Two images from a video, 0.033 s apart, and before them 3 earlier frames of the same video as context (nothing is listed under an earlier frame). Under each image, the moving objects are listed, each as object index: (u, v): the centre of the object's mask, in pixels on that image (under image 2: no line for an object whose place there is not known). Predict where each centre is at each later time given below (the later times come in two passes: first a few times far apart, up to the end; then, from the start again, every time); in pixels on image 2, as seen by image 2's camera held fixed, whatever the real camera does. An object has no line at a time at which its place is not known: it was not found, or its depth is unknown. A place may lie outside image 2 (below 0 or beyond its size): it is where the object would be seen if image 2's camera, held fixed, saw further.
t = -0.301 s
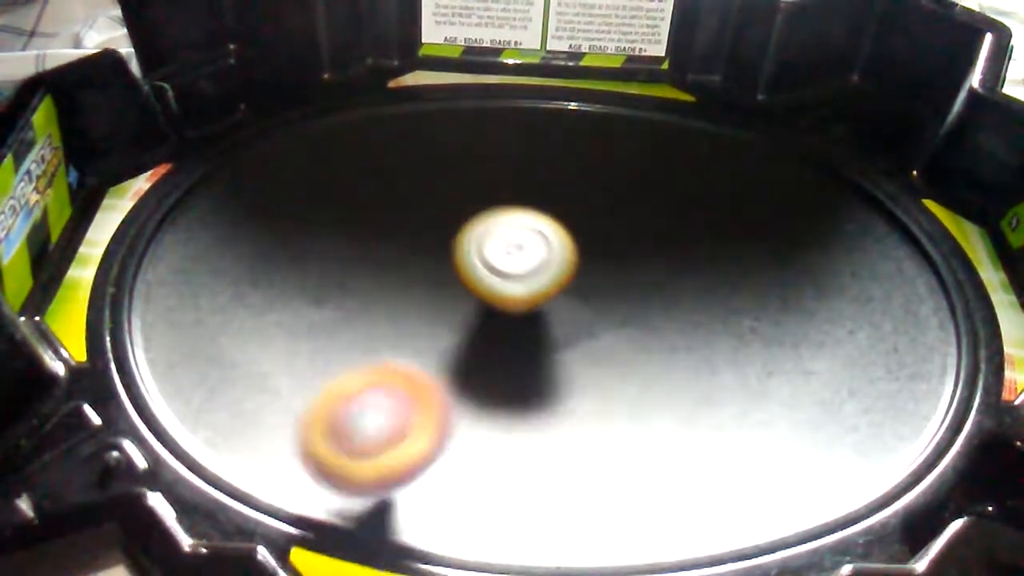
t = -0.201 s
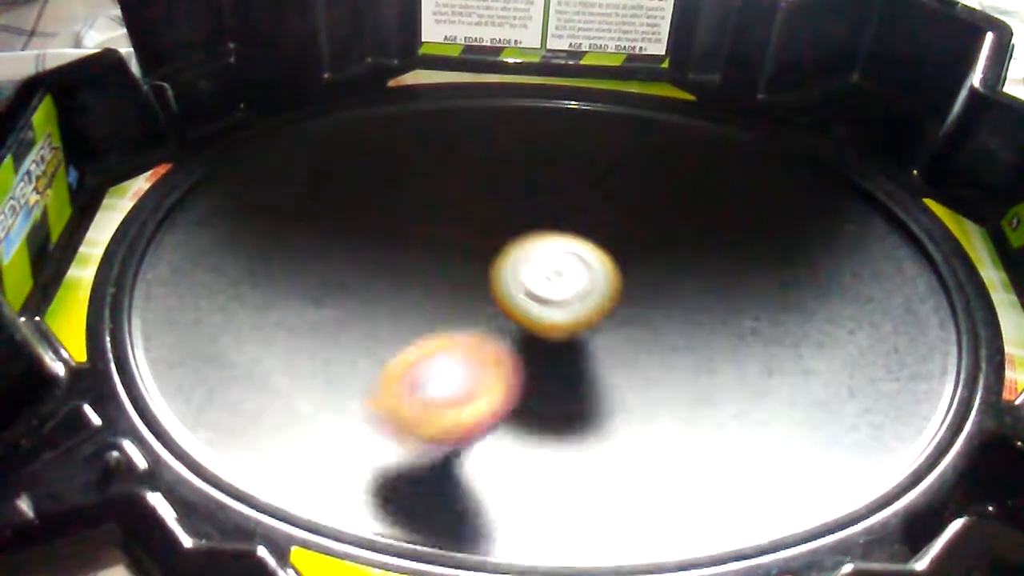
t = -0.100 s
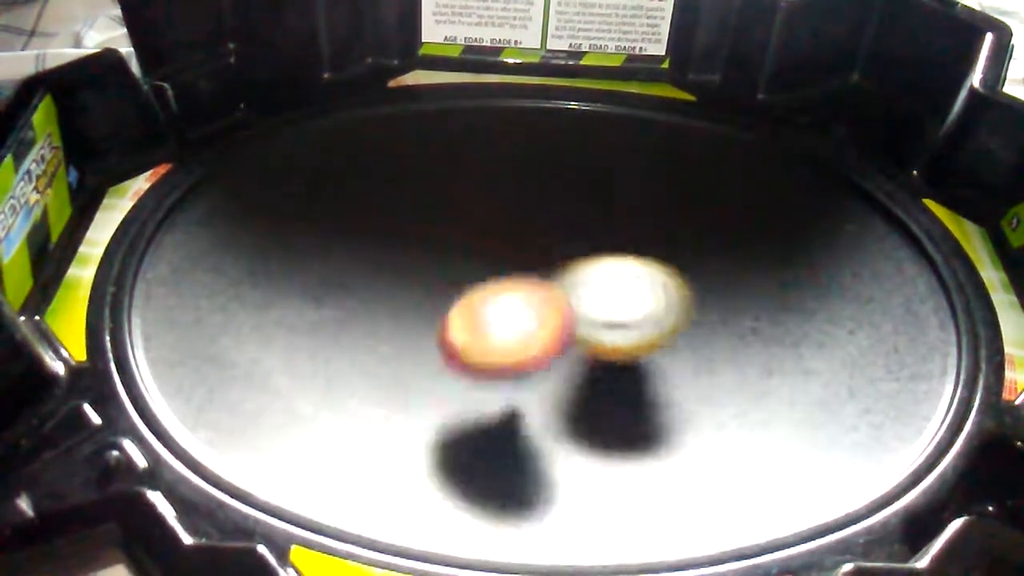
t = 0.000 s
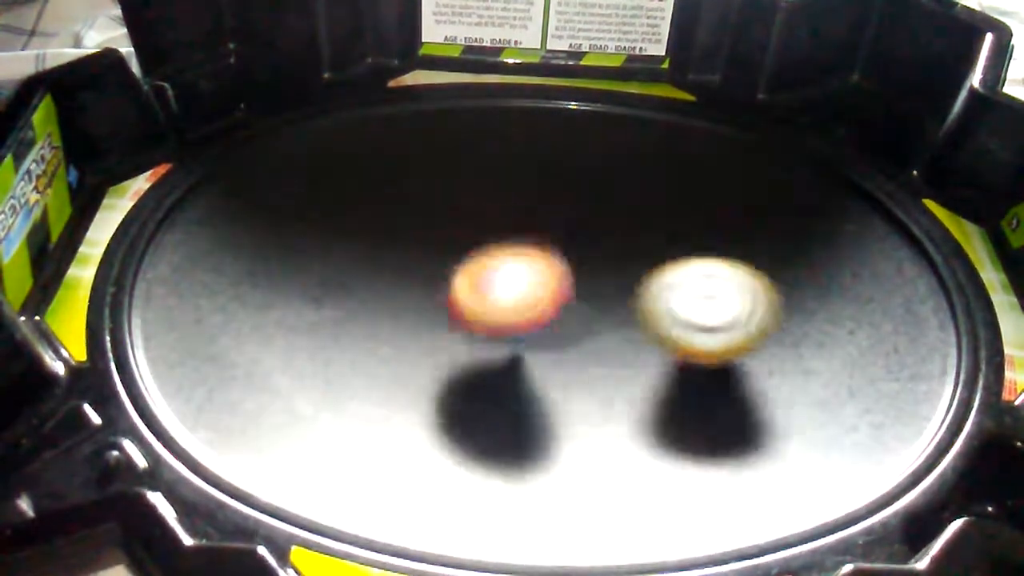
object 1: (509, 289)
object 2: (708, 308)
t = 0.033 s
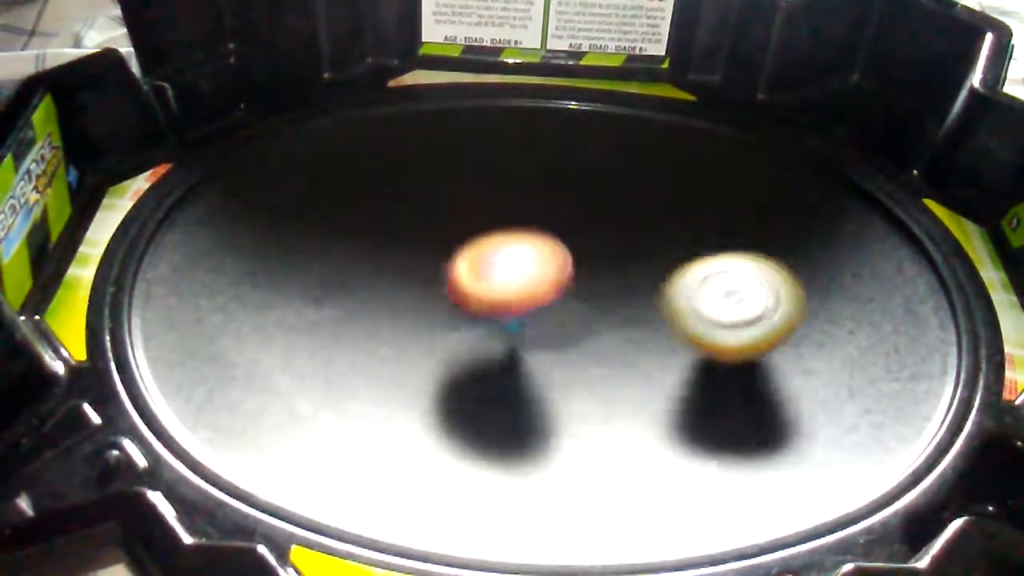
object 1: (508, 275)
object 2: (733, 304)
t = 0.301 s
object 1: (471, 241)
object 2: (776, 255)
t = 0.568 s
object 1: (422, 328)
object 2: (670, 272)
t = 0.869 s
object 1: (423, 360)
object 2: (611, 349)
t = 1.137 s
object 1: (323, 328)
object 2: (639, 369)
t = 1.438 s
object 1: (370, 310)
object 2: (591, 352)
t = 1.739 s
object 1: (323, 224)
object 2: (503, 326)
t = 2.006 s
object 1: (333, 263)
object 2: (481, 319)
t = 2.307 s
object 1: (376, 245)
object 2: (516, 298)
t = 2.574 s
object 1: (391, 239)
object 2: (516, 272)
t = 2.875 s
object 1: (446, 253)
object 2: (584, 261)
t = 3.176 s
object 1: (495, 270)
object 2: (621, 262)
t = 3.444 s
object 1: (502, 247)
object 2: (657, 262)
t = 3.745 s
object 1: (507, 279)
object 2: (646, 282)
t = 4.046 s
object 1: (465, 305)
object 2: (658, 320)
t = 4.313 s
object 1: (509, 320)
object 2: (665, 334)
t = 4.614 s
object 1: (476, 283)
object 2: (616, 332)
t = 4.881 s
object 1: (421, 266)
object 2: (551, 336)
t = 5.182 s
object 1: (416, 257)
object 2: (523, 350)
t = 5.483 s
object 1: (427, 262)
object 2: (540, 355)
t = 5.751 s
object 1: (448, 255)
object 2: (548, 332)
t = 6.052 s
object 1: (481, 218)
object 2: (577, 340)
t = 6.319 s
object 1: (479, 219)
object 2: (611, 346)
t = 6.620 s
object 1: (486, 255)
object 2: (611, 330)
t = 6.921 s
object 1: (472, 271)
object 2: (602, 322)
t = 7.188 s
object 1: (446, 281)
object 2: (608, 325)
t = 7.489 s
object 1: (451, 277)
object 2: (586, 318)
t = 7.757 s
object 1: (441, 261)
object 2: (559, 313)
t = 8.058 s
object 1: (445, 241)
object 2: (552, 317)
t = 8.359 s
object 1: (466, 238)
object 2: (564, 331)
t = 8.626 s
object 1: (500, 254)
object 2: (584, 340)
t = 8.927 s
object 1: (532, 242)
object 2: (591, 346)
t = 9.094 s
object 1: (528, 229)
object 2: (587, 354)
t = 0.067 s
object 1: (507, 265)
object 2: (752, 300)
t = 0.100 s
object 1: (506, 254)
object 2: (766, 294)
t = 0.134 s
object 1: (502, 254)
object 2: (777, 288)
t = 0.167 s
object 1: (497, 247)
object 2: (783, 280)
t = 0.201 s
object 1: (489, 244)
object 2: (787, 273)
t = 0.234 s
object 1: (482, 241)
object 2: (786, 266)
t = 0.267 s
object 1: (475, 244)
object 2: (782, 261)
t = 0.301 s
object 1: (471, 241)
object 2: (776, 255)
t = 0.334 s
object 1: (467, 252)
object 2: (768, 253)
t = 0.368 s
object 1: (462, 261)
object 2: (757, 252)
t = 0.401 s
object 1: (458, 268)
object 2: (746, 253)
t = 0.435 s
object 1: (449, 286)
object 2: (732, 255)
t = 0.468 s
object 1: (441, 294)
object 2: (717, 258)
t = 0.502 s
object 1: (432, 304)
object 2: (702, 262)
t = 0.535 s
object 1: (426, 318)
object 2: (686, 267)
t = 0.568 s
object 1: (422, 328)
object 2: (670, 272)
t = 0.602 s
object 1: (424, 336)
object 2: (655, 277)
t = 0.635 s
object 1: (428, 344)
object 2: (641, 282)
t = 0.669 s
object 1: (432, 351)
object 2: (627, 290)
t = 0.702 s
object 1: (439, 359)
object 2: (614, 298)
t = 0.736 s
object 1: (446, 363)
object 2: (603, 307)
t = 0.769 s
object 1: (453, 367)
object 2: (594, 317)
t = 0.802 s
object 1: (460, 368)
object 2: (587, 330)
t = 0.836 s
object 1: (450, 362)
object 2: (593, 339)
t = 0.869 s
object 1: (423, 360)
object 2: (611, 349)
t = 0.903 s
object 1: (400, 356)
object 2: (624, 358)
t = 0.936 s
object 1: (382, 353)
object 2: (632, 364)
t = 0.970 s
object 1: (366, 347)
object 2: (636, 367)
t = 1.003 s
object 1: (350, 343)
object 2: (638, 370)
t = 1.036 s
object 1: (336, 338)
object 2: (639, 372)
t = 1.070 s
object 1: (329, 333)
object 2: (639, 372)
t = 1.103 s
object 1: (325, 331)
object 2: (640, 371)
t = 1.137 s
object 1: (323, 328)
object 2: (639, 369)
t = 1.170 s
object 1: (324, 328)
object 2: (638, 368)
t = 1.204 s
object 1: (328, 328)
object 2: (635, 367)
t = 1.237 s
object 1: (333, 330)
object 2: (632, 366)
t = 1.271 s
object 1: (340, 332)
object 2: (628, 364)
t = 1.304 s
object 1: (347, 334)
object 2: (622, 361)
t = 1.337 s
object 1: (355, 333)
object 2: (615, 359)
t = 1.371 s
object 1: (361, 328)
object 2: (607, 356)
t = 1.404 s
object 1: (366, 320)
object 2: (598, 354)
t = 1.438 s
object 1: (370, 310)
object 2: (591, 352)
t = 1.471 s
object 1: (372, 298)
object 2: (582, 348)
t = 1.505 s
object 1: (372, 285)
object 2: (573, 345)
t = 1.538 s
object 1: (370, 273)
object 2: (562, 343)
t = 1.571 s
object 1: (366, 261)
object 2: (551, 340)
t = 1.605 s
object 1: (360, 249)
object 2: (541, 338)
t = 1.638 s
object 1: (353, 239)
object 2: (532, 336)
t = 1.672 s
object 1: (344, 232)
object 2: (524, 333)
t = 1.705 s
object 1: (334, 227)
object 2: (514, 329)
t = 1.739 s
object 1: (323, 224)
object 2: (503, 326)
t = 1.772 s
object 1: (313, 224)
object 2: (493, 323)
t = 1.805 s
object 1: (303, 228)
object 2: (485, 321)
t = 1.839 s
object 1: (297, 236)
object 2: (478, 318)
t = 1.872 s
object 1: (299, 247)
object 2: (471, 316)
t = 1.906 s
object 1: (306, 256)
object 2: (465, 314)
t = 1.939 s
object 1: (320, 263)
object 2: (460, 312)
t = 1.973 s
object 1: (333, 267)
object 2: (466, 314)
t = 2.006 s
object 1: (333, 263)
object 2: (481, 319)
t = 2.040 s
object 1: (338, 258)
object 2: (490, 321)
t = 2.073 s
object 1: (345, 255)
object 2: (497, 321)
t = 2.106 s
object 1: (352, 253)
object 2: (500, 319)
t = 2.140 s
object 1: (360, 252)
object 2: (503, 316)
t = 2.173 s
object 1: (367, 251)
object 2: (505, 312)
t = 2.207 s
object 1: (373, 250)
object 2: (506, 306)
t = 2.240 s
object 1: (380, 251)
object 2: (506, 301)
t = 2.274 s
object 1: (383, 251)
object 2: (507, 298)
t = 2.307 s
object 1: (376, 245)
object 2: (516, 298)
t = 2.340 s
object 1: (369, 237)
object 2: (520, 296)
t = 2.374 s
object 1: (365, 232)
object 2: (520, 293)
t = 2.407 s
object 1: (364, 229)
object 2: (519, 290)
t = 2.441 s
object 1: (366, 229)
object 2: (517, 286)
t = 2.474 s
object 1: (371, 230)
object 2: (515, 282)
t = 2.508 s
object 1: (377, 233)
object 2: (513, 278)
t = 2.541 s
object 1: (386, 237)
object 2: (512, 274)
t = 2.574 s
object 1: (391, 239)
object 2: (516, 272)
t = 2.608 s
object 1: (394, 240)
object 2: (521, 270)
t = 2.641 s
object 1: (397, 242)
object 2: (525, 268)
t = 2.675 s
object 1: (400, 244)
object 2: (529, 265)
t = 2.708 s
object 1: (408, 245)
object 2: (535, 263)
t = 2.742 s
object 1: (415, 245)
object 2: (545, 261)
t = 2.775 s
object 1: (424, 246)
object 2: (554, 261)
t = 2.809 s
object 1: (433, 249)
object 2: (562, 260)
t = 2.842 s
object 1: (441, 251)
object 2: (572, 260)
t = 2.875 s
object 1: (446, 253)
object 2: (584, 261)
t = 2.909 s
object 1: (451, 255)
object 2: (592, 262)
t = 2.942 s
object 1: (457, 258)
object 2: (598, 262)
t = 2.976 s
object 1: (464, 261)
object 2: (601, 262)
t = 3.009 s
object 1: (470, 265)
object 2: (604, 262)
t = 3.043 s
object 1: (475, 269)
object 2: (606, 263)
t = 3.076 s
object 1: (481, 271)
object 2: (607, 263)
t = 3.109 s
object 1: (484, 273)
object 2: (610, 263)
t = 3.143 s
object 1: (488, 273)
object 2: (616, 262)
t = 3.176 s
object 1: (495, 270)
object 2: (621, 262)
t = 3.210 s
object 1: (497, 266)
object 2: (628, 261)
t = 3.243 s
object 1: (498, 260)
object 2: (635, 261)
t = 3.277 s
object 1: (499, 252)
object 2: (640, 260)
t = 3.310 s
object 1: (498, 247)
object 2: (645, 260)
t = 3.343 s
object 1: (498, 245)
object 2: (650, 260)
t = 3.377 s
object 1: (500, 244)
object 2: (653, 260)
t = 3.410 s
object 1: (501, 245)
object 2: (655, 261)
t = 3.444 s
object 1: (502, 247)
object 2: (657, 262)
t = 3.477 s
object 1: (504, 250)
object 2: (658, 263)
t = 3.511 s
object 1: (504, 254)
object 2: (658, 265)
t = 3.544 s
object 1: (506, 258)
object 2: (658, 266)
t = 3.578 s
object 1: (506, 261)
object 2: (656, 268)
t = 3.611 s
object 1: (506, 264)
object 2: (655, 271)
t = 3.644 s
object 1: (508, 268)
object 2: (653, 273)
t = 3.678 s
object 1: (507, 271)
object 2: (651, 275)
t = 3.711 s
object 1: (508, 275)
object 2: (650, 279)
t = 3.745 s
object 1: (507, 279)
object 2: (646, 282)
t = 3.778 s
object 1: (505, 283)
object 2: (643, 285)
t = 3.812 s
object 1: (504, 289)
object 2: (640, 289)
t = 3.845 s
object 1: (501, 294)
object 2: (637, 292)
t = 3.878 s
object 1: (501, 297)
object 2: (634, 296)
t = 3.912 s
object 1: (499, 299)
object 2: (634, 301)
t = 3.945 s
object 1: (487, 298)
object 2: (643, 307)
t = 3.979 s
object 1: (476, 299)
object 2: (650, 312)
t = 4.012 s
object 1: (469, 301)
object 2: (654, 316)
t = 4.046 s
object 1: (465, 305)
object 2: (658, 320)
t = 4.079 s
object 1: (466, 310)
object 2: (662, 323)
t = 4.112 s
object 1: (470, 316)
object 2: (664, 325)
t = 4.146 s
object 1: (479, 320)
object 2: (667, 328)
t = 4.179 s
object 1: (485, 322)
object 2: (668, 330)
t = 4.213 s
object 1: (492, 323)
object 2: (669, 331)
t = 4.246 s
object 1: (498, 323)
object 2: (668, 332)
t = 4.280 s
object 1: (504, 322)
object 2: (667, 333)
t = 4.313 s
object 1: (509, 320)
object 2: (665, 334)
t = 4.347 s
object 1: (514, 317)
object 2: (661, 334)
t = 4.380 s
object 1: (517, 312)
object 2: (657, 334)
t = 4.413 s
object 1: (518, 307)
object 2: (653, 334)
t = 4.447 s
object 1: (514, 300)
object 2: (650, 334)
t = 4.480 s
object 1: (510, 293)
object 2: (644, 334)
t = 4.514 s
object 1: (505, 290)
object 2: (639, 334)
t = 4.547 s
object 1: (498, 288)
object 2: (633, 333)
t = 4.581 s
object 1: (488, 286)
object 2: (625, 333)
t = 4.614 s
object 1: (476, 283)
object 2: (616, 332)
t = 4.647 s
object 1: (467, 280)
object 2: (608, 332)
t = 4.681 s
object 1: (457, 277)
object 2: (598, 331)
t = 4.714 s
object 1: (451, 276)
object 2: (589, 331)
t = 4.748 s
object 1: (446, 275)
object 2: (579, 330)
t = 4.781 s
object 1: (444, 275)
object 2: (568, 330)
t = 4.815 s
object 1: (440, 275)
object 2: (560, 330)
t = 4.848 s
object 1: (430, 270)
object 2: (556, 333)
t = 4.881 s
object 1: (421, 266)
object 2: (551, 336)
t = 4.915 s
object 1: (415, 263)
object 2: (546, 337)
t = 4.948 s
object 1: (412, 262)
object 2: (540, 337)
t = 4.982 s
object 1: (413, 262)
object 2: (535, 338)
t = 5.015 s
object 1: (414, 263)
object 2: (529, 338)
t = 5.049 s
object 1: (418, 266)
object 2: (524, 338)
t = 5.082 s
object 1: (418, 264)
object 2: (523, 341)
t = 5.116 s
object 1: (415, 259)
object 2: (523, 346)
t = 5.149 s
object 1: (415, 257)
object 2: (523, 348)
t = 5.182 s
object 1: (416, 257)
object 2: (523, 350)
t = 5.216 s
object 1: (419, 258)
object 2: (523, 351)
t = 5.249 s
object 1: (423, 262)
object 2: (523, 351)
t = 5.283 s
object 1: (427, 265)
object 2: (523, 350)
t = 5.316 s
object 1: (431, 268)
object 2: (523, 350)
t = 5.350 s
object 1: (430, 265)
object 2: (527, 353)
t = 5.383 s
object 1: (429, 263)
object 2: (530, 355)
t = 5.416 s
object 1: (428, 262)
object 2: (534, 356)
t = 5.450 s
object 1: (427, 262)
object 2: (537, 355)
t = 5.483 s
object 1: (427, 262)
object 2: (540, 355)
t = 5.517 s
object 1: (428, 263)
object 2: (543, 353)
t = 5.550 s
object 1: (429, 263)
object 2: (545, 351)
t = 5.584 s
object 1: (430, 263)
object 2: (547, 348)
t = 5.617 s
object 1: (433, 264)
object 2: (548, 345)
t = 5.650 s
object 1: (435, 264)
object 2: (548, 341)
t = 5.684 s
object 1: (438, 263)
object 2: (548, 337)
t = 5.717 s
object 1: (442, 262)
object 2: (547, 333)
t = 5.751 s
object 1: (448, 255)
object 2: (548, 332)
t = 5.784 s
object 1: (450, 243)
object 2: (553, 334)
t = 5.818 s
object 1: (456, 236)
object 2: (556, 333)
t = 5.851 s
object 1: (461, 232)
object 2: (559, 331)
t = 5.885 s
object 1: (467, 231)
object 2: (561, 329)
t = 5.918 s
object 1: (473, 232)
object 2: (563, 327)
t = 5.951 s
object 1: (479, 235)
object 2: (564, 325)
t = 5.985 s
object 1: (484, 239)
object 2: (564, 323)
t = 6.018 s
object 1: (484, 229)
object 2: (570, 331)
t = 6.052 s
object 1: (481, 218)
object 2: (577, 340)
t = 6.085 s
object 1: (479, 211)
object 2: (582, 345)
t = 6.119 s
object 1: (477, 206)
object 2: (587, 347)
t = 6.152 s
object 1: (477, 204)
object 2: (593, 349)
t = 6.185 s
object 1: (476, 204)
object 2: (598, 349)
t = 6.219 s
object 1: (476, 206)
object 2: (602, 349)
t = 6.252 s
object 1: (477, 209)
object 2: (606, 349)
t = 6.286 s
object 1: (478, 213)
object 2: (609, 348)
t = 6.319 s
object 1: (479, 219)
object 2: (611, 346)
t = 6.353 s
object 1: (482, 226)
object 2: (612, 344)
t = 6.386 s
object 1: (485, 233)
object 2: (612, 341)
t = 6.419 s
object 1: (488, 240)
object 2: (612, 338)
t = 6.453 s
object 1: (492, 247)
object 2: (610, 335)
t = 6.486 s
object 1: (497, 253)
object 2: (607, 332)
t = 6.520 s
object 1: (500, 260)
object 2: (605, 329)
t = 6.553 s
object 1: (495, 258)
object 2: (608, 331)
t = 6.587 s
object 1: (490, 256)
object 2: (610, 331)
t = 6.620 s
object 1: (486, 255)
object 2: (611, 330)
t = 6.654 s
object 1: (485, 256)
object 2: (611, 330)
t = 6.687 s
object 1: (484, 258)
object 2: (611, 329)
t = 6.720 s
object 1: (484, 261)
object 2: (609, 327)
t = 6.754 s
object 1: (485, 265)
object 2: (607, 324)
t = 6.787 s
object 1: (486, 268)
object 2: (604, 323)
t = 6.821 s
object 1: (484, 269)
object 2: (603, 322)
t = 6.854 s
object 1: (478, 269)
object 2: (604, 322)
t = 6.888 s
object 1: (474, 269)
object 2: (604, 322)
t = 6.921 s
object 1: (472, 271)
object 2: (602, 322)
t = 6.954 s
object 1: (471, 273)
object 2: (600, 321)
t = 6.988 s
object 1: (471, 276)
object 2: (598, 320)
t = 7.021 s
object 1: (463, 276)
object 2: (602, 323)
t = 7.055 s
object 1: (456, 275)
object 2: (606, 325)
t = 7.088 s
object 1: (451, 276)
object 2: (607, 326)
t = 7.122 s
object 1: (448, 277)
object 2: (608, 326)
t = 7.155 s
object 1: (447, 279)
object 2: (609, 325)
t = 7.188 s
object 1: (446, 281)
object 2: (608, 325)
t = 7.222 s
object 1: (446, 283)
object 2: (607, 324)
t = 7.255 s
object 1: (447, 284)
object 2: (606, 324)
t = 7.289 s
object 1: (448, 285)
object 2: (603, 322)
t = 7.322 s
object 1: (449, 286)
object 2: (600, 321)
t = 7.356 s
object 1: (450, 286)
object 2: (596, 321)
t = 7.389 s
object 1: (453, 286)
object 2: (592, 319)
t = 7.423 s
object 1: (456, 286)
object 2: (587, 318)
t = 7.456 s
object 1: (456, 282)
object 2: (586, 318)
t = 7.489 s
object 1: (451, 277)
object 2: (586, 318)
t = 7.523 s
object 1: (447, 274)
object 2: (583, 319)
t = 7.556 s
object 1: (443, 271)
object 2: (581, 318)
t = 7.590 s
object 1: (442, 268)
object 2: (577, 317)
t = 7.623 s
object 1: (440, 266)
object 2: (574, 316)
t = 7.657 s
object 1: (441, 265)
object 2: (571, 315)
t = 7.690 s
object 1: (441, 264)
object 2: (566, 314)
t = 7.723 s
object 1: (442, 263)
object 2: (562, 312)
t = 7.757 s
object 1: (441, 261)
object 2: (559, 313)
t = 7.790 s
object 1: (440, 258)
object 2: (557, 313)
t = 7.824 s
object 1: (439, 256)
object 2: (555, 313)
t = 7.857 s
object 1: (438, 253)
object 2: (554, 313)
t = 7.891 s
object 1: (439, 251)
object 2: (553, 314)
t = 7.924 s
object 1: (441, 249)
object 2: (551, 313)
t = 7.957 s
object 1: (443, 248)
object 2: (550, 313)
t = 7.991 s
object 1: (444, 246)
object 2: (550, 315)
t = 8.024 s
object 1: (444, 243)
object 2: (551, 316)
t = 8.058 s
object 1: (445, 241)
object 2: (552, 317)
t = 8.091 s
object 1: (446, 240)
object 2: (552, 318)
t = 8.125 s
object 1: (448, 241)
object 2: (552, 318)
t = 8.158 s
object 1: (451, 242)
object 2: (552, 319)
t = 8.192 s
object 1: (456, 243)
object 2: (552, 319)
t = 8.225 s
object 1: (459, 244)
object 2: (553, 320)
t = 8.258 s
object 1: (463, 244)
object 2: (554, 321)
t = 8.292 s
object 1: (464, 241)
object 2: (557, 325)
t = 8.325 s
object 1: (464, 239)
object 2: (560, 328)
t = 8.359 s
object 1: (466, 238)
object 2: (564, 331)
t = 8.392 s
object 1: (469, 237)
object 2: (567, 333)
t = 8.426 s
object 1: (472, 237)
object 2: (570, 335)
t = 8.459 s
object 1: (475, 240)
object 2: (573, 336)
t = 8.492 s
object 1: (479, 242)
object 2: (576, 336)
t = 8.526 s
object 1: (485, 245)
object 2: (577, 337)
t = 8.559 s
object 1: (491, 250)
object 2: (579, 337)
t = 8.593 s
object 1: (497, 254)
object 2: (581, 337)
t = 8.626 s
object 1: (500, 254)
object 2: (584, 340)
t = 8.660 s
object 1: (506, 250)
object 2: (586, 342)
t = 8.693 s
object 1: (509, 249)
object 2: (589, 343)
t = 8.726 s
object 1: (514, 249)
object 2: (591, 343)
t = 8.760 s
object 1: (517, 248)
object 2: (592, 343)
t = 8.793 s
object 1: (520, 248)
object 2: (593, 343)
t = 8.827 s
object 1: (523, 249)
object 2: (593, 342)
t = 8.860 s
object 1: (527, 249)
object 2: (593, 341)
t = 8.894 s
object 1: (532, 249)
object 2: (592, 341)
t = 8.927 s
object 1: (532, 242)
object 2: (591, 346)
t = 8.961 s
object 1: (534, 236)
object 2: (591, 351)
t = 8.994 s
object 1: (534, 232)
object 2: (591, 352)
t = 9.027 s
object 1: (532, 230)
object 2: (590, 353)
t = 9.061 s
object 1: (531, 229)
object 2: (589, 354)
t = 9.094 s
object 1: (528, 229)
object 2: (587, 354)
